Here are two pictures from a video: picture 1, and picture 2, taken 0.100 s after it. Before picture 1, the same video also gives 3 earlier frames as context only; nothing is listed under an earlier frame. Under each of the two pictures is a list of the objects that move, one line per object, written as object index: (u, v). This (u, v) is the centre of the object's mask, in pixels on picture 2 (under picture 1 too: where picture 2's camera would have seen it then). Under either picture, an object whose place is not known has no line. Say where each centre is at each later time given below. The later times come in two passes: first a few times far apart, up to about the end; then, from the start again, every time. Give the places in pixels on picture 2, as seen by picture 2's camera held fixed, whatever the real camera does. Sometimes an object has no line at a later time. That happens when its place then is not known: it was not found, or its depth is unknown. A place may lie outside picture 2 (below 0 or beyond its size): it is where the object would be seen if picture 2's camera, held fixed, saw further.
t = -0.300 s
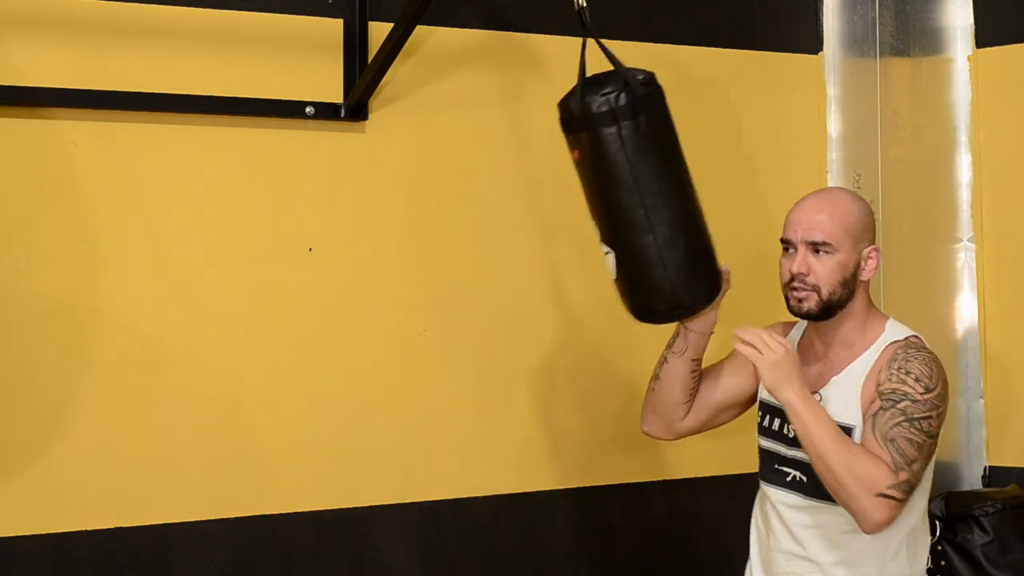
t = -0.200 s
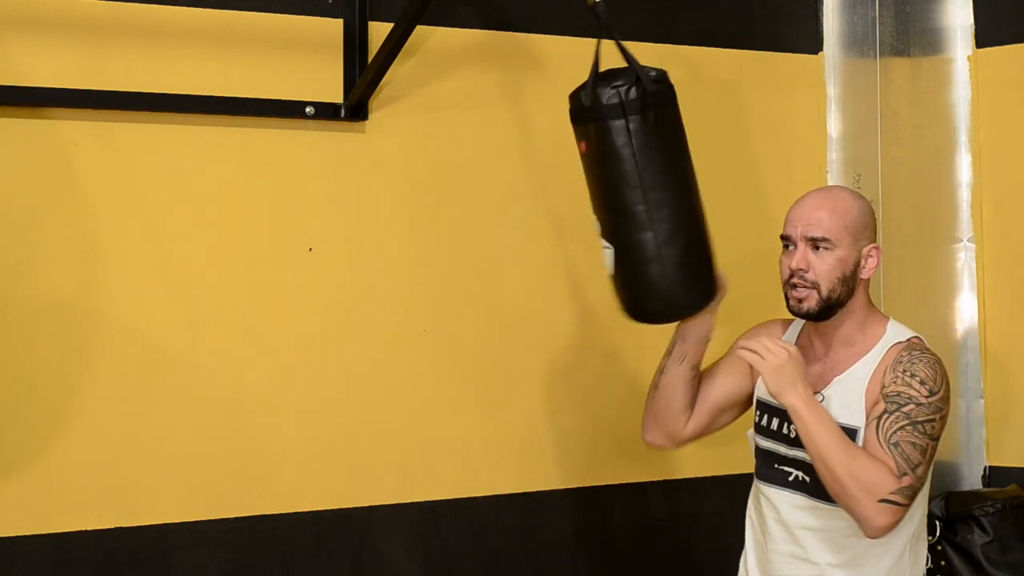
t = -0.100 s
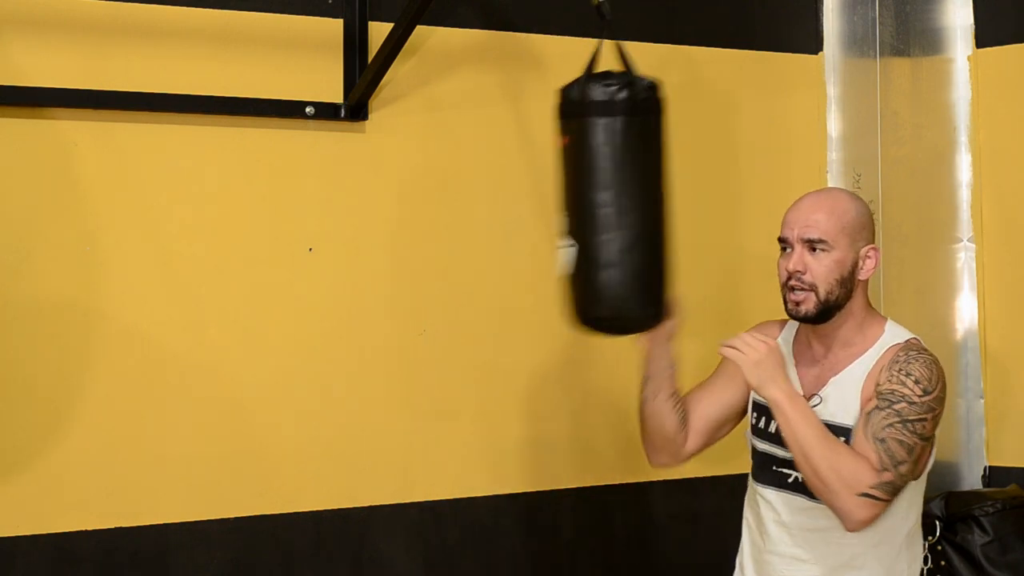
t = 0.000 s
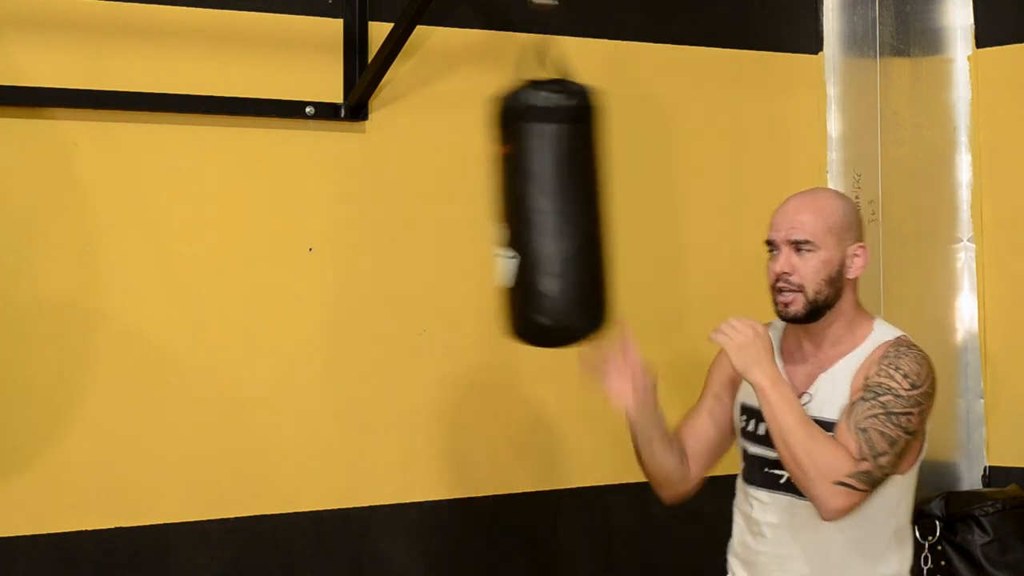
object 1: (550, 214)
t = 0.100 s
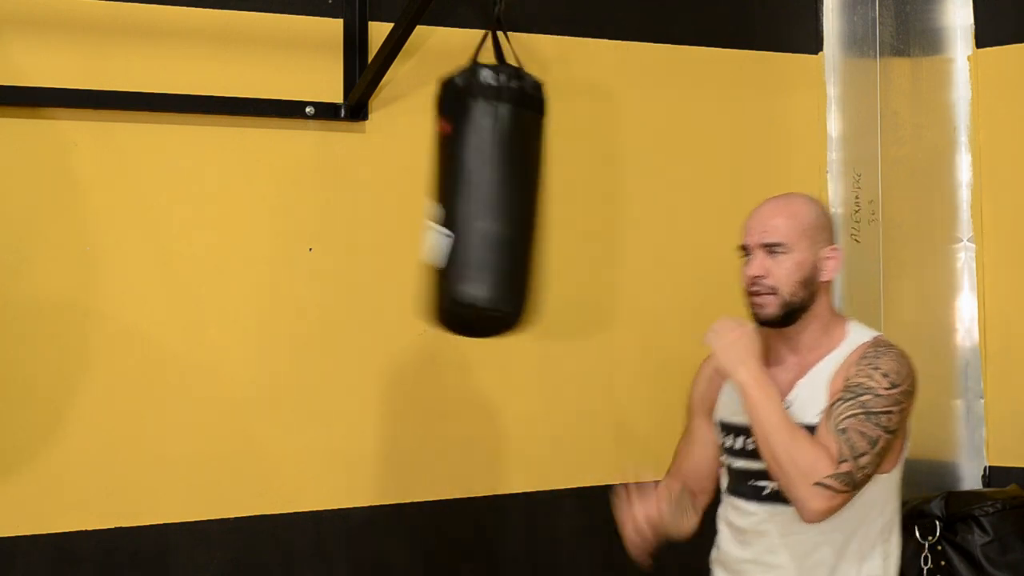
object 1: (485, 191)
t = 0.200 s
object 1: (438, 171)
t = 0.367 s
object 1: (373, 149)
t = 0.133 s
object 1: (467, 188)
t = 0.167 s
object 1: (451, 183)
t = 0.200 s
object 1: (438, 171)
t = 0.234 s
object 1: (421, 168)
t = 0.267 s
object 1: (406, 162)
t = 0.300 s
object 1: (392, 158)
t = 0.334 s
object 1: (381, 154)
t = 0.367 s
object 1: (373, 149)
